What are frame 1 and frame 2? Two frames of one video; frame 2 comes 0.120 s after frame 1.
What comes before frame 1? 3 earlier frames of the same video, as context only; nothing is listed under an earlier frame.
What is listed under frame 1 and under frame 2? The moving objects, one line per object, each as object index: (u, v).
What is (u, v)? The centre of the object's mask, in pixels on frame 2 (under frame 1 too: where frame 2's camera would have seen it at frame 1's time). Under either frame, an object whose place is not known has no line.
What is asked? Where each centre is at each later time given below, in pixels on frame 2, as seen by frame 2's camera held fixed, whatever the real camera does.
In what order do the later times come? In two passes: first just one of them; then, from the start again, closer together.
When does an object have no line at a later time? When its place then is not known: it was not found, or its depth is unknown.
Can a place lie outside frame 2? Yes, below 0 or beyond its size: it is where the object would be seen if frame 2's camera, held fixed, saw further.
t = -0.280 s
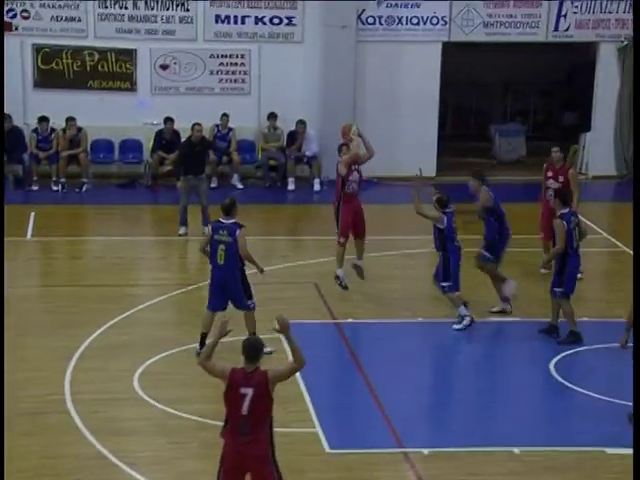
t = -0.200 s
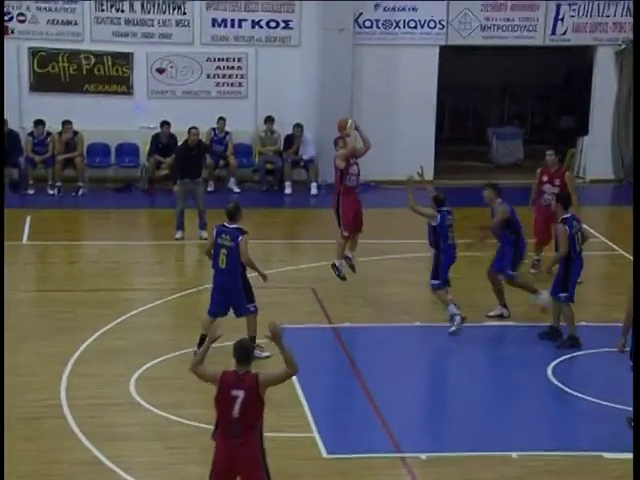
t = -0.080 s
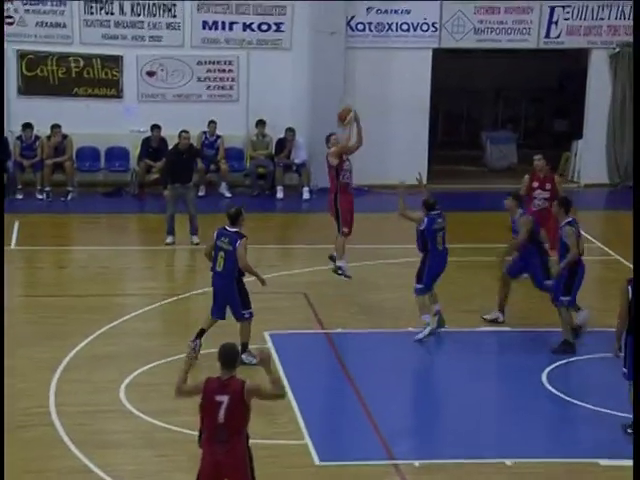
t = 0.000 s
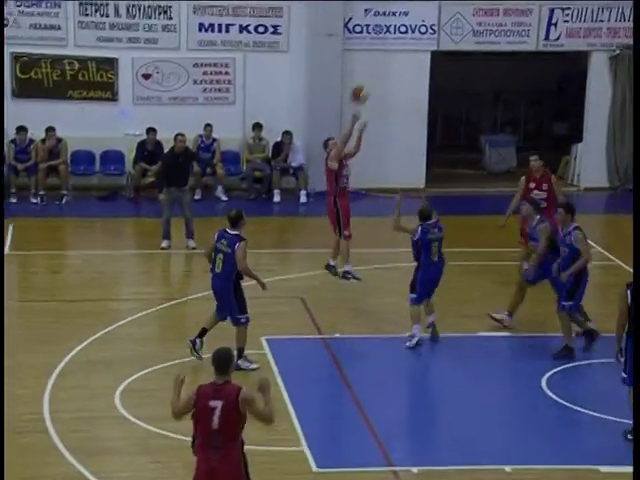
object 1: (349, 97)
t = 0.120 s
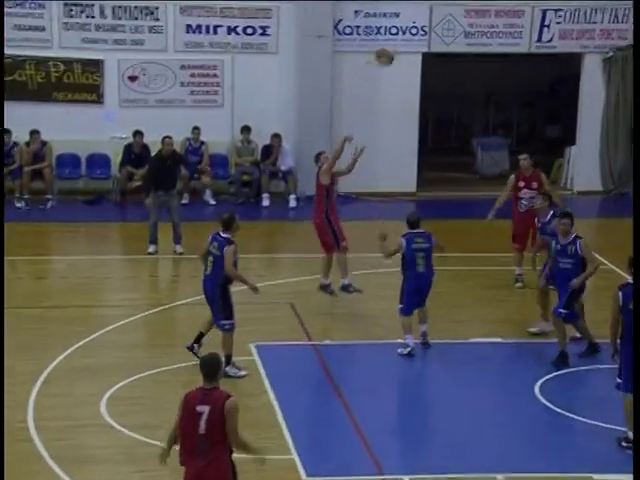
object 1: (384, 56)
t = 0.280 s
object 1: (432, 18)
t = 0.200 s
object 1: (409, 33)
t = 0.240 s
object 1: (420, 26)
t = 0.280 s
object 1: (432, 18)
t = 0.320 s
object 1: (444, 12)
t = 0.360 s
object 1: (457, 8)
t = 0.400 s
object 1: (469, 3)
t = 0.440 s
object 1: (482, 0)
